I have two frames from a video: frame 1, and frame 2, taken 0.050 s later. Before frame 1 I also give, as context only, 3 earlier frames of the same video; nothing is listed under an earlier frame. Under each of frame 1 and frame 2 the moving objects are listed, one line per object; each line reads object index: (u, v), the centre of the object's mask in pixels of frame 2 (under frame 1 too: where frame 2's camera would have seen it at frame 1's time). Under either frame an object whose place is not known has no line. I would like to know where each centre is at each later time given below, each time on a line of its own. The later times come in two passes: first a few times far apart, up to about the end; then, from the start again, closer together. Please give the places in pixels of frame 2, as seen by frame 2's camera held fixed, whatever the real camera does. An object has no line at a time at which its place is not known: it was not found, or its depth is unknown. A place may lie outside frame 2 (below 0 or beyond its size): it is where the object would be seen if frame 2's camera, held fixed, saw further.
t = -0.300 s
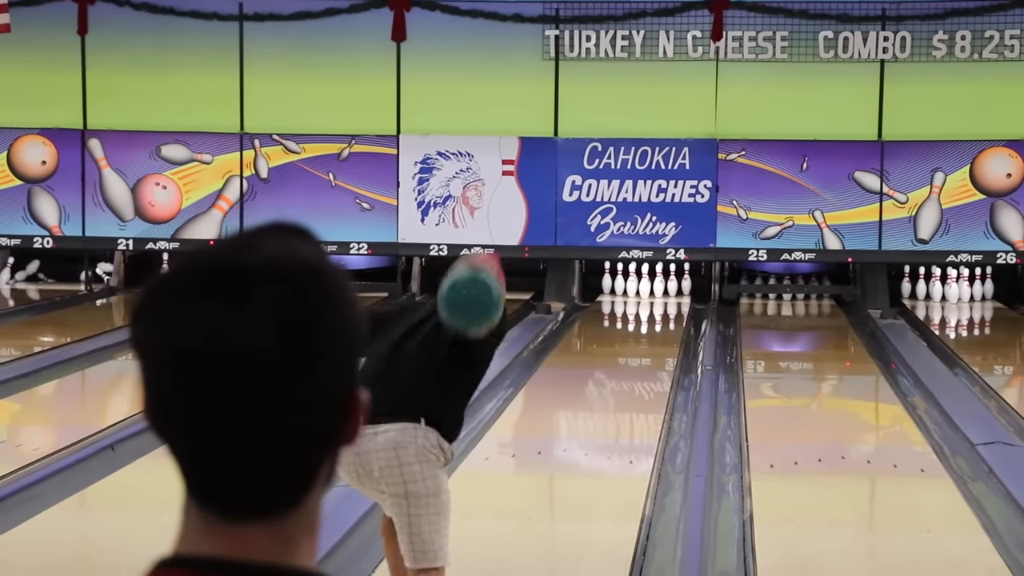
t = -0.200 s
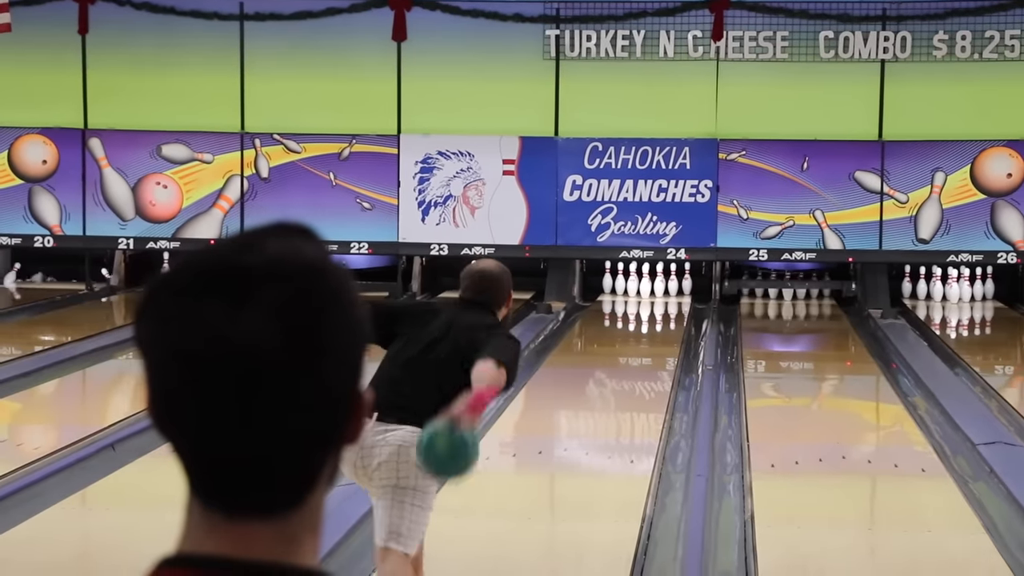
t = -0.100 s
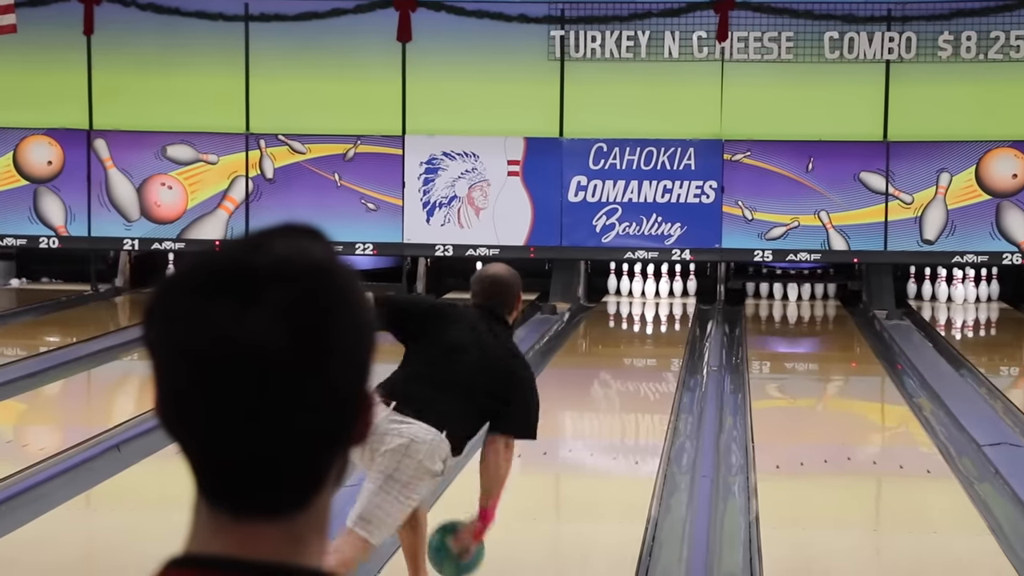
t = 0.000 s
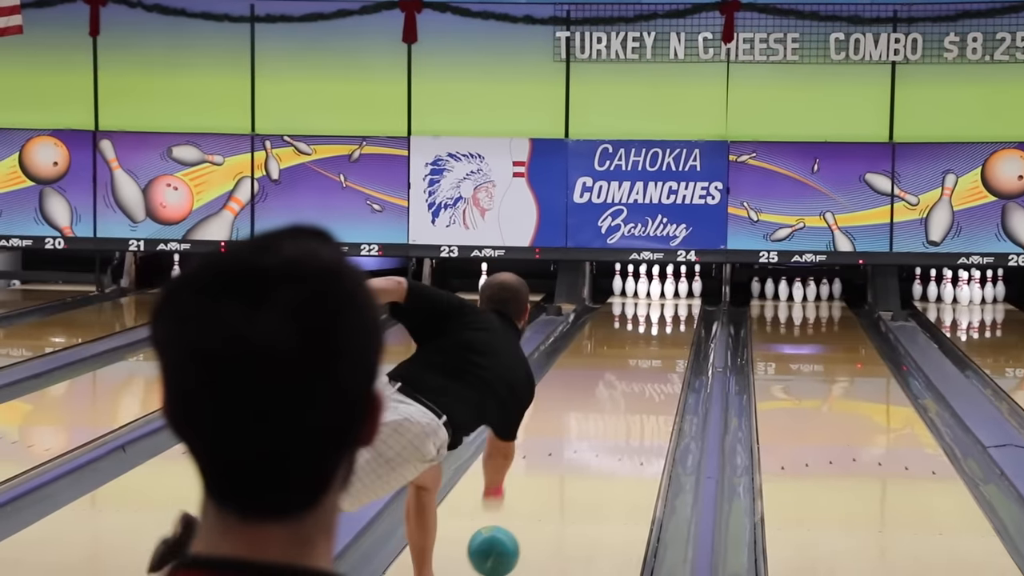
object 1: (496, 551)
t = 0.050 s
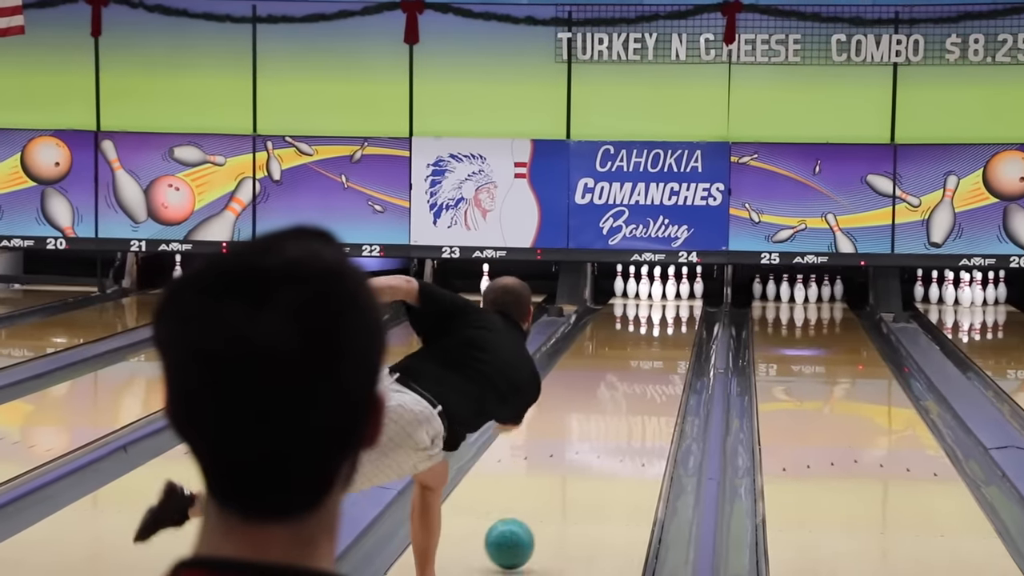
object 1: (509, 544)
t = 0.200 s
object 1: (544, 498)
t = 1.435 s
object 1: (671, 330)
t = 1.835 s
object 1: (669, 305)
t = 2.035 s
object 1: (662, 296)
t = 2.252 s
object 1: (654, 289)
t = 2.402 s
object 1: (651, 283)
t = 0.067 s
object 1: (513, 541)
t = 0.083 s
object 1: (518, 535)
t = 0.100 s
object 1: (522, 529)
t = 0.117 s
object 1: (526, 523)
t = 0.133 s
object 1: (529, 518)
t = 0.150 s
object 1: (533, 512)
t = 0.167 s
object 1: (537, 507)
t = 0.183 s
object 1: (541, 503)
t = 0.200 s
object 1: (544, 498)
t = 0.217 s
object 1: (548, 493)
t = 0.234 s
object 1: (552, 489)
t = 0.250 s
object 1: (555, 485)
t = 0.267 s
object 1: (558, 481)
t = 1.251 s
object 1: (666, 343)
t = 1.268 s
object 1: (666, 342)
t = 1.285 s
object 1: (667, 341)
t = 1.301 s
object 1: (668, 339)
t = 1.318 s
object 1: (669, 339)
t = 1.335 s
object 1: (669, 336)
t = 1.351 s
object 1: (669, 336)
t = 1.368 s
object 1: (670, 334)
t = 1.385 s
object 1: (670, 333)
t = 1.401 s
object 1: (671, 331)
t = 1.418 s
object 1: (670, 331)
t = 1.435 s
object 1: (671, 330)
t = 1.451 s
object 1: (671, 329)
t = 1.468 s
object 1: (671, 328)
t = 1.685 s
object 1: (672, 314)
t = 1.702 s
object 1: (672, 313)
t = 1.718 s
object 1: (672, 312)
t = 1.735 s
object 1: (671, 311)
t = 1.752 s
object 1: (671, 310)
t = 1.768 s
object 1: (673, 307)
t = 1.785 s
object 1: (673, 305)
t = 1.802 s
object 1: (671, 303)
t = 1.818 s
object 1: (670, 303)
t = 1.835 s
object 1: (669, 305)
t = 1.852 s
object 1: (669, 305)
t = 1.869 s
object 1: (668, 303)
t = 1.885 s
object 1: (668, 302)
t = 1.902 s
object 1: (667, 302)
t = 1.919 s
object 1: (666, 301)
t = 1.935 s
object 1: (665, 300)
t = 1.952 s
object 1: (665, 299)
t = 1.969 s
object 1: (664, 299)
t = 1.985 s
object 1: (663, 298)
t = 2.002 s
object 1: (663, 297)
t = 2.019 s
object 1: (663, 297)
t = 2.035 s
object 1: (662, 296)
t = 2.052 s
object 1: (662, 296)
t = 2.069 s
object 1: (661, 294)
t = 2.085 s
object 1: (660, 293)
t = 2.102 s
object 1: (658, 293)
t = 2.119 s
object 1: (657, 293)
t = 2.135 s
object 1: (656, 292)
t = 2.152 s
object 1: (655, 292)
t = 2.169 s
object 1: (655, 291)
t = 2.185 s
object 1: (655, 291)
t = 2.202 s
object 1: (655, 290)
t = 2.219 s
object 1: (655, 290)
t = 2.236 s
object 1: (654, 289)
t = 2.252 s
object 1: (654, 289)
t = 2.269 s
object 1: (654, 289)
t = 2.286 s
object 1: (654, 288)
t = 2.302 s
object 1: (652, 288)
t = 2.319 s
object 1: (652, 287)
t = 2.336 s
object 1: (651, 288)
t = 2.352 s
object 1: (651, 287)
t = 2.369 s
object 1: (650, 287)
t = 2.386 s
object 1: (650, 286)
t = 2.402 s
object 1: (651, 283)
